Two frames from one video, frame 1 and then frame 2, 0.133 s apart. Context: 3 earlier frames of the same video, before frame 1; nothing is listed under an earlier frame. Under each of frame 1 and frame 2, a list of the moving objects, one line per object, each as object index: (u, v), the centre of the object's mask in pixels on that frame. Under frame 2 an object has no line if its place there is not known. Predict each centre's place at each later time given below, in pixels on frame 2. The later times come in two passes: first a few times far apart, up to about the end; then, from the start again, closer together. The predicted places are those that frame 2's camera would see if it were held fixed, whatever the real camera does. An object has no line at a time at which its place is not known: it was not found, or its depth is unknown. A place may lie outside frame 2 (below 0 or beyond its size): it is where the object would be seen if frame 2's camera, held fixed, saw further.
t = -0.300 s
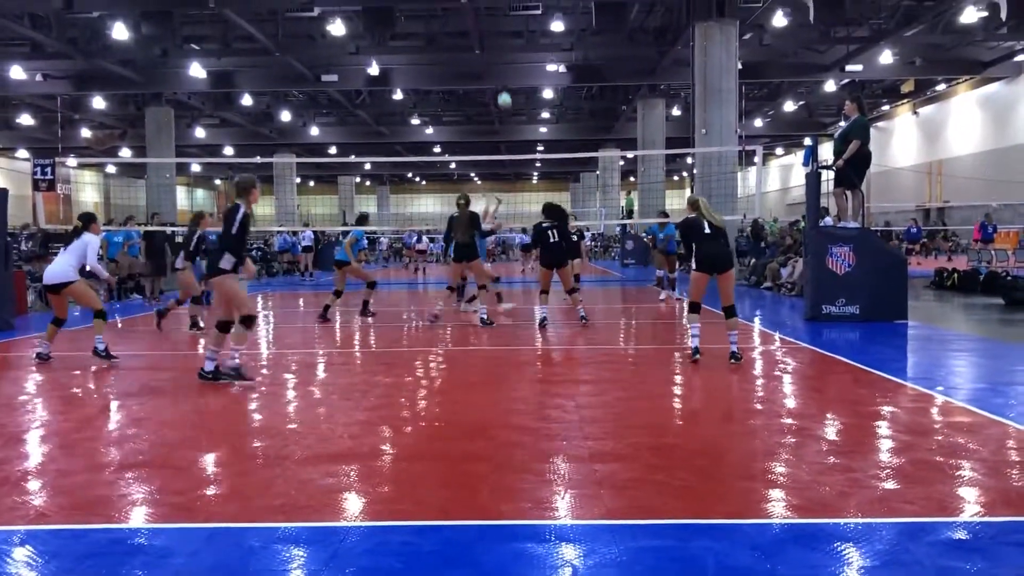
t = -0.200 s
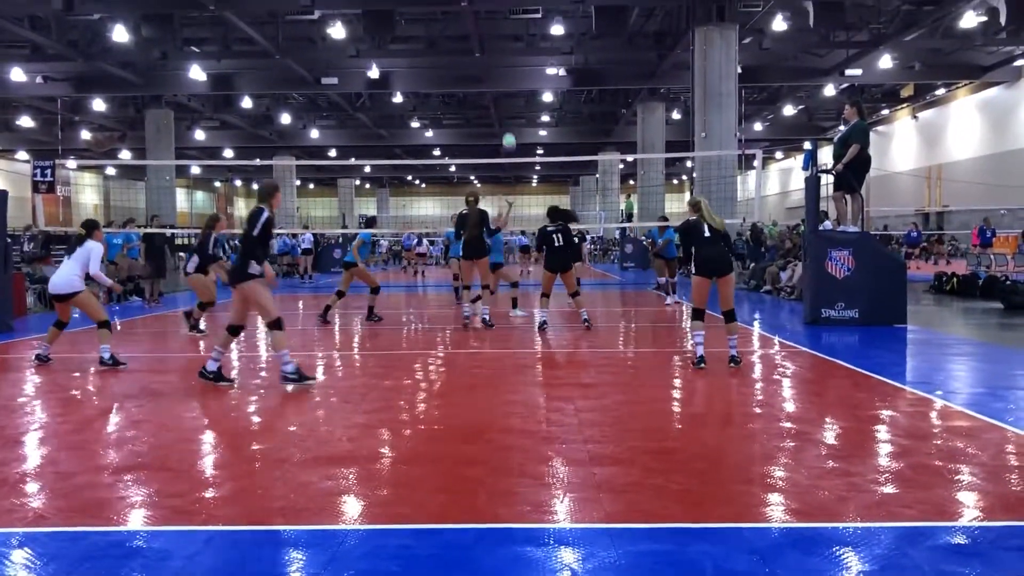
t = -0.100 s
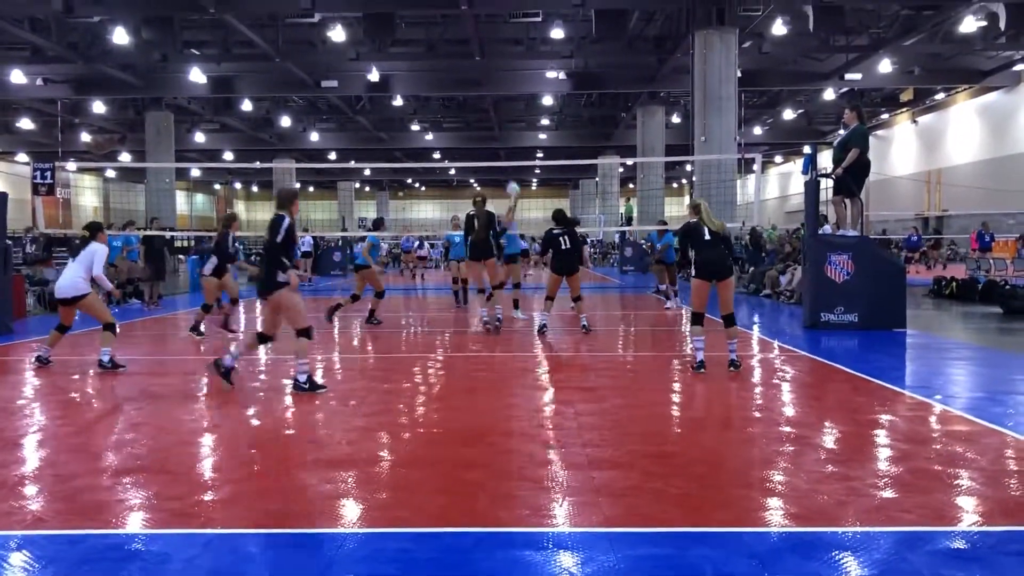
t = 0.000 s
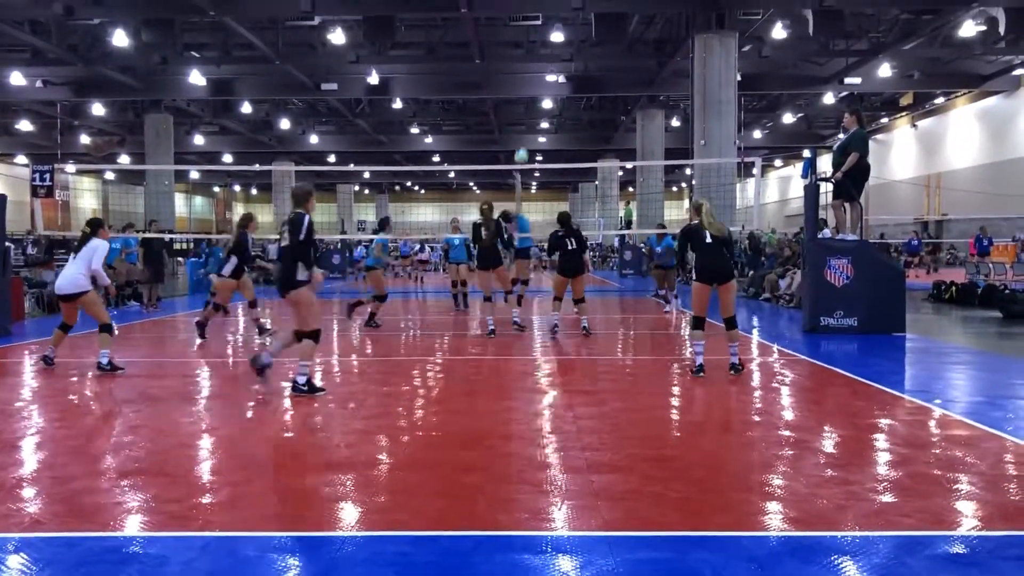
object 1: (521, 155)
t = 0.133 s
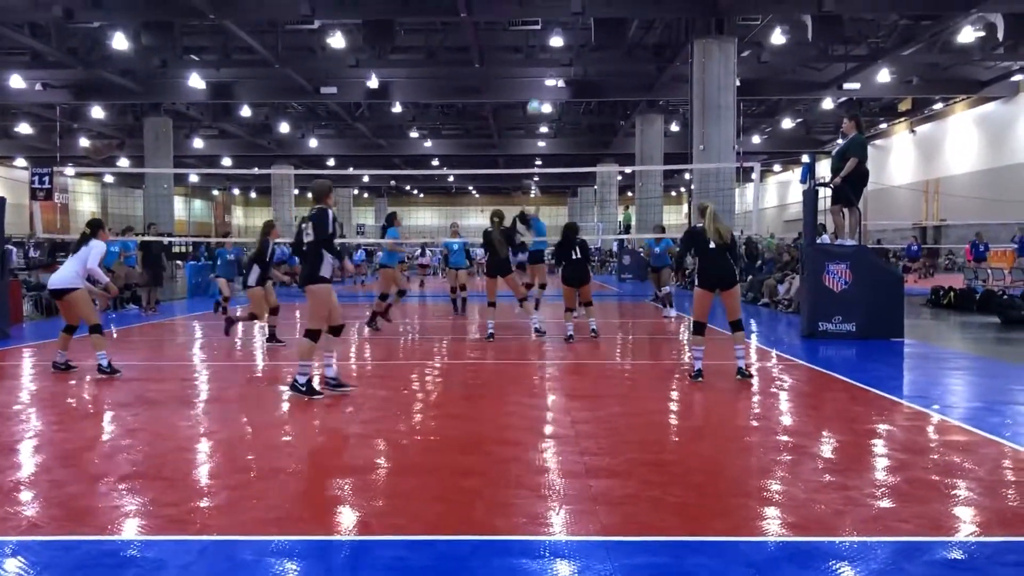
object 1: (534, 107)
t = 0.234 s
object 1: (545, 74)
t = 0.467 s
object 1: (571, 26)
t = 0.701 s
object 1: (597, 15)
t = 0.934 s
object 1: (623, 41)
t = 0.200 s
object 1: (540, 84)
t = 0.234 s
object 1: (545, 74)
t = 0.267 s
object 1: (548, 66)
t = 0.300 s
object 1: (552, 58)
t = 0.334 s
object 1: (556, 52)
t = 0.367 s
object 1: (560, 43)
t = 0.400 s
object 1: (565, 36)
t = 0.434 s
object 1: (568, 31)
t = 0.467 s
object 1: (571, 26)
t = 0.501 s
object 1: (575, 23)
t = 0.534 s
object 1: (578, 20)
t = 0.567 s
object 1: (582, 17)
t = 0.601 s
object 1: (586, 16)
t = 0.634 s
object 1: (589, 15)
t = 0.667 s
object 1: (593, 15)
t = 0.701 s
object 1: (597, 15)
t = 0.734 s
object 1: (600, 17)
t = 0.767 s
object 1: (604, 19)
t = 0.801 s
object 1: (608, 22)
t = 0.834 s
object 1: (612, 25)
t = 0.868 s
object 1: (616, 30)
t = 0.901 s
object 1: (619, 35)
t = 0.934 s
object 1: (623, 41)
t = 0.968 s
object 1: (626, 48)
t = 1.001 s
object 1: (630, 55)
